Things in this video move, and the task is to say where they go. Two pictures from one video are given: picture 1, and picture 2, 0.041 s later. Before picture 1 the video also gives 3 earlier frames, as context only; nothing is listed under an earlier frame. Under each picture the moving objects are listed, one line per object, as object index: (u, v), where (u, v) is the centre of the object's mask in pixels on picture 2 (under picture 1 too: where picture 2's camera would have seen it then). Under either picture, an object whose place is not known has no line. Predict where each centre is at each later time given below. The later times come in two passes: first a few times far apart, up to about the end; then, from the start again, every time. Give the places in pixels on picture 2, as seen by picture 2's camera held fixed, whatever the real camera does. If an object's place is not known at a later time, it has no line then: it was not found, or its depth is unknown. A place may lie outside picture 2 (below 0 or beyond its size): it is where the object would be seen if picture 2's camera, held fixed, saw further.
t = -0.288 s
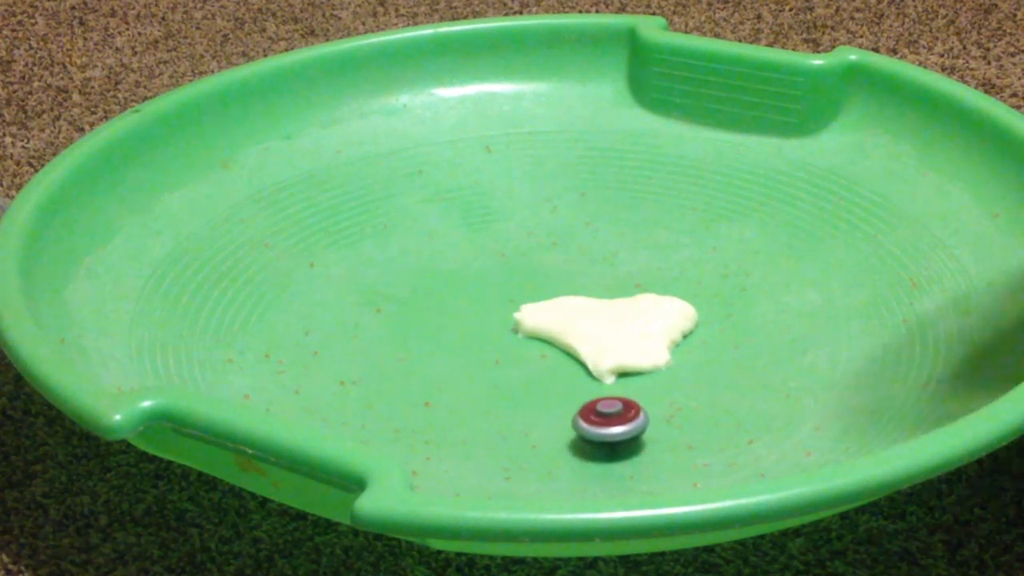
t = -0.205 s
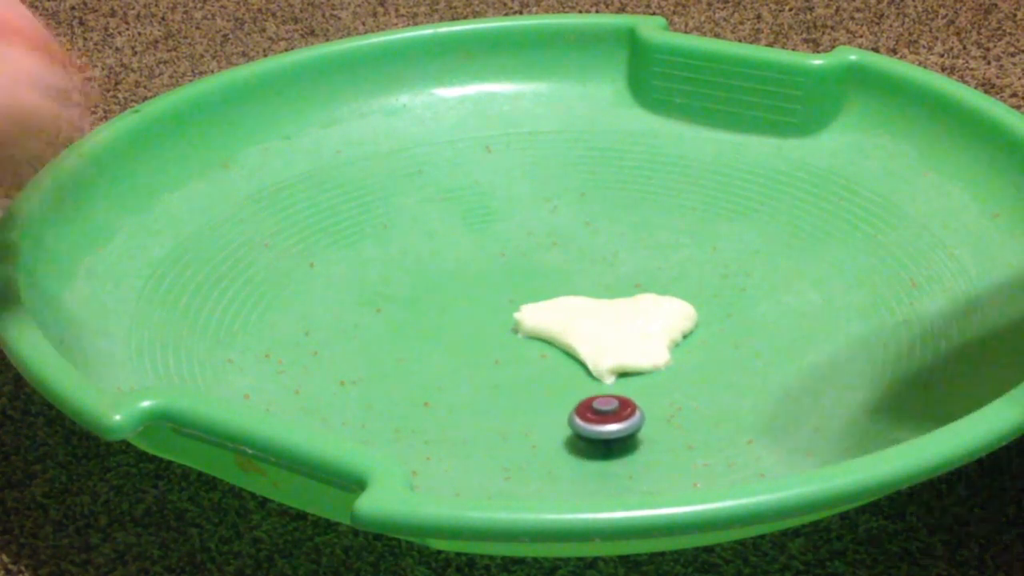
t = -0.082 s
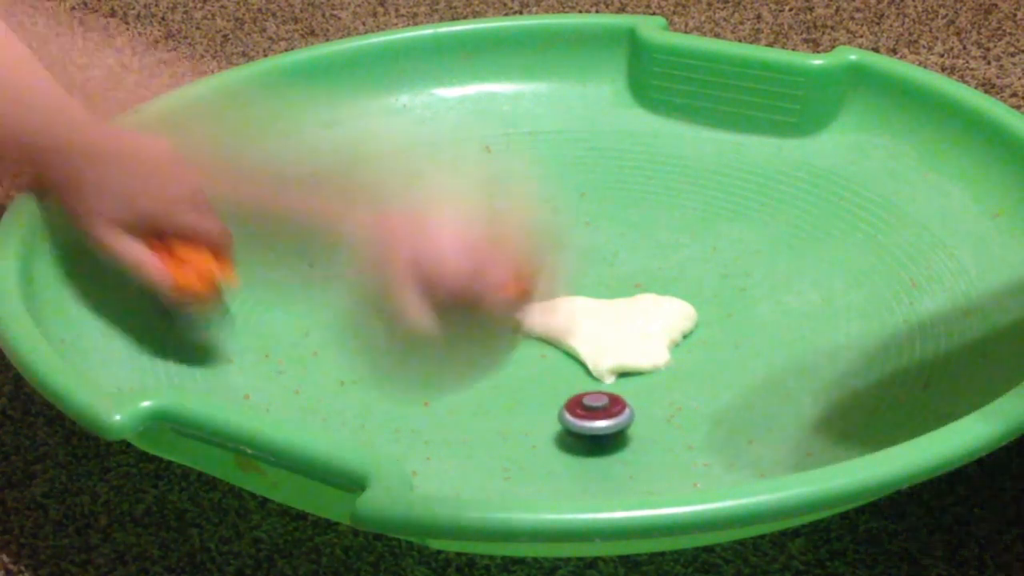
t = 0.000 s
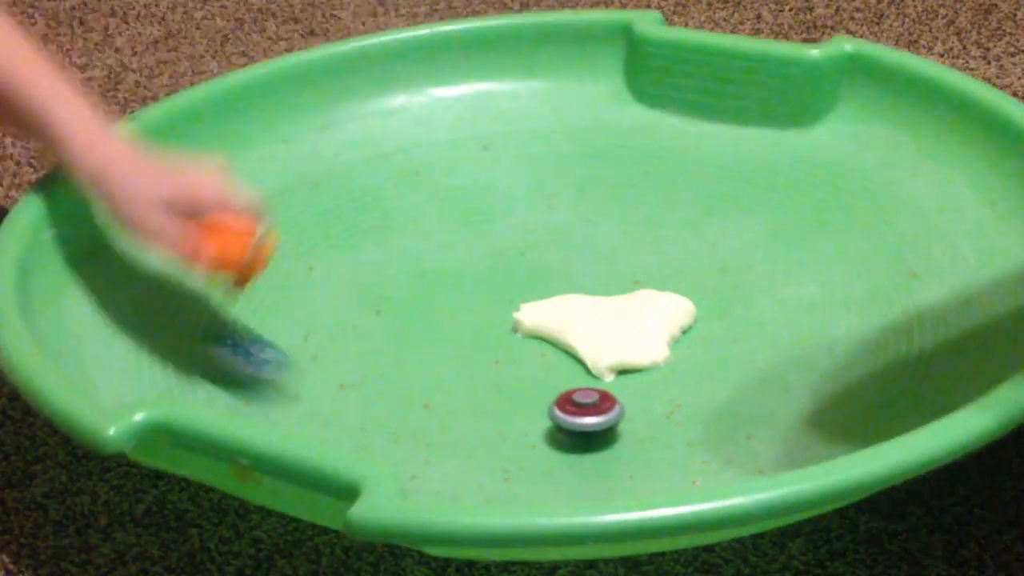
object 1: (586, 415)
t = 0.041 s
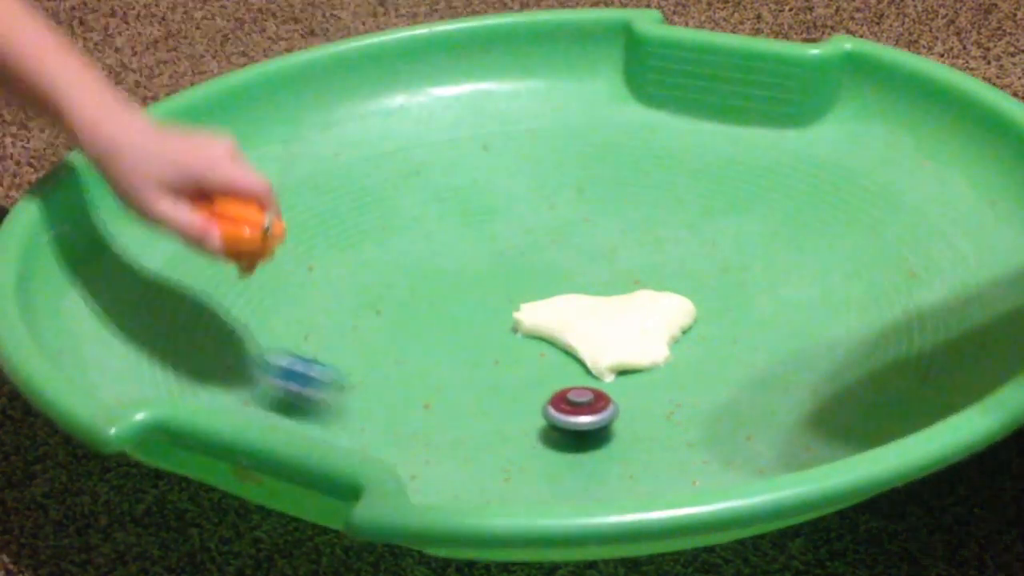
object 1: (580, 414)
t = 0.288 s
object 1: (805, 373)
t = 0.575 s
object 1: (941, 253)
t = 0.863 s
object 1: (686, 248)
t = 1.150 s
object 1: (696, 186)
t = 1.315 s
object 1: (789, 151)
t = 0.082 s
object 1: (574, 413)
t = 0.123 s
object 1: (569, 411)
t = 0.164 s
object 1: (564, 410)
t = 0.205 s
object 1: (630, 404)
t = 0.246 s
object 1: (724, 391)
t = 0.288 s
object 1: (805, 373)
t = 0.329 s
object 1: (871, 353)
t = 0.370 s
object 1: (924, 329)
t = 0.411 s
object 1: (956, 309)
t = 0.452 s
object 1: (972, 287)
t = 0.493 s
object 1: (972, 270)
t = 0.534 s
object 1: (963, 260)
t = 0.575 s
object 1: (941, 253)
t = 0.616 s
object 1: (913, 248)
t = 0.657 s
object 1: (879, 244)
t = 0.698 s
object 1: (844, 242)
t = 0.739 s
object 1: (806, 243)
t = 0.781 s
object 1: (767, 243)
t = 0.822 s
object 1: (726, 246)
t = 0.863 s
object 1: (686, 248)
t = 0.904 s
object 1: (649, 252)
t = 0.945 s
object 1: (612, 255)
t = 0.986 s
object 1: (580, 259)
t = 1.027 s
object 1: (553, 262)
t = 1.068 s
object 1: (591, 242)
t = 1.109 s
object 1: (649, 214)
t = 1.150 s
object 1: (696, 186)
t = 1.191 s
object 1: (732, 165)
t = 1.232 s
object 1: (762, 148)
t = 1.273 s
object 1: (781, 141)
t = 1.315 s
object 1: (789, 151)
